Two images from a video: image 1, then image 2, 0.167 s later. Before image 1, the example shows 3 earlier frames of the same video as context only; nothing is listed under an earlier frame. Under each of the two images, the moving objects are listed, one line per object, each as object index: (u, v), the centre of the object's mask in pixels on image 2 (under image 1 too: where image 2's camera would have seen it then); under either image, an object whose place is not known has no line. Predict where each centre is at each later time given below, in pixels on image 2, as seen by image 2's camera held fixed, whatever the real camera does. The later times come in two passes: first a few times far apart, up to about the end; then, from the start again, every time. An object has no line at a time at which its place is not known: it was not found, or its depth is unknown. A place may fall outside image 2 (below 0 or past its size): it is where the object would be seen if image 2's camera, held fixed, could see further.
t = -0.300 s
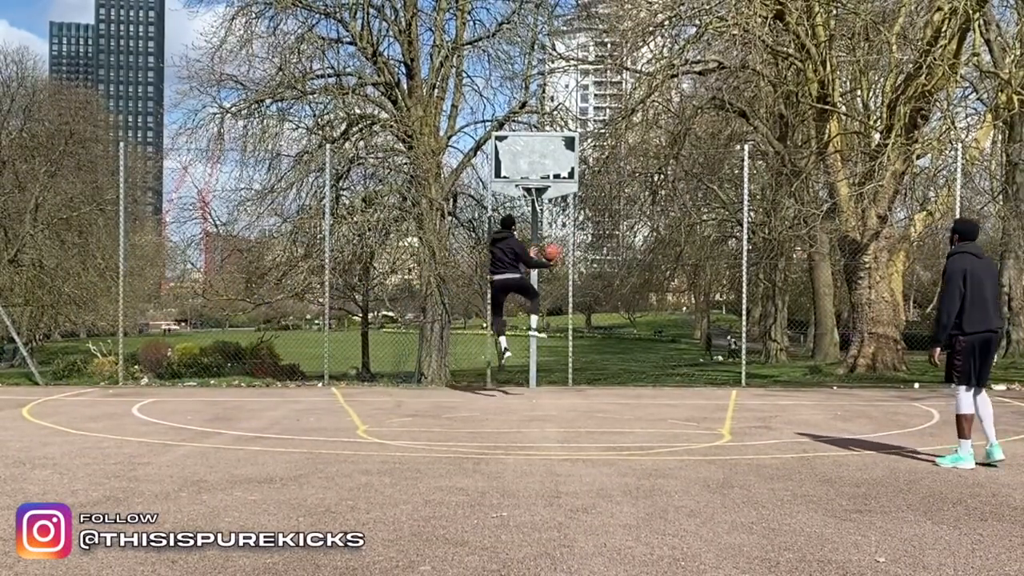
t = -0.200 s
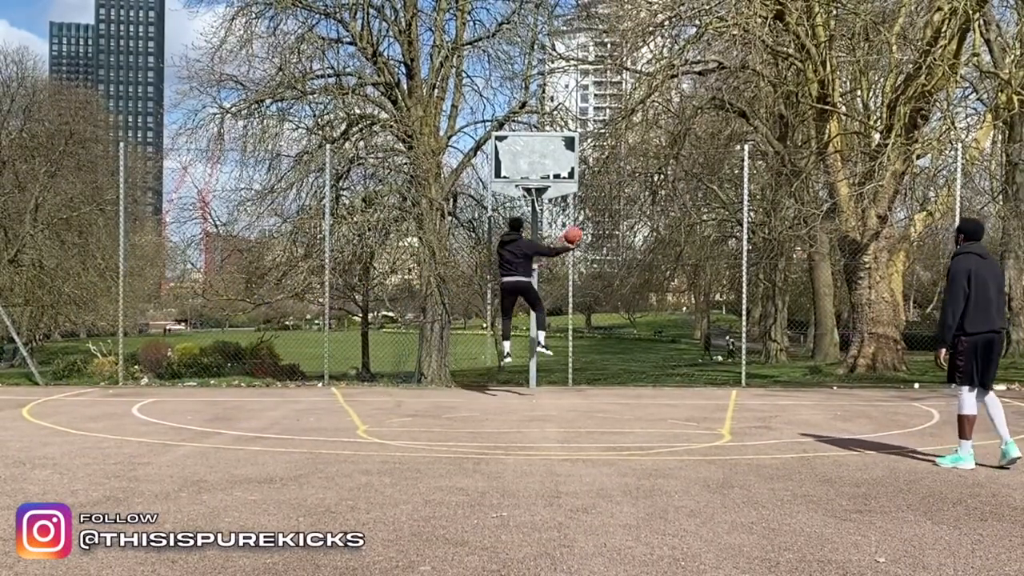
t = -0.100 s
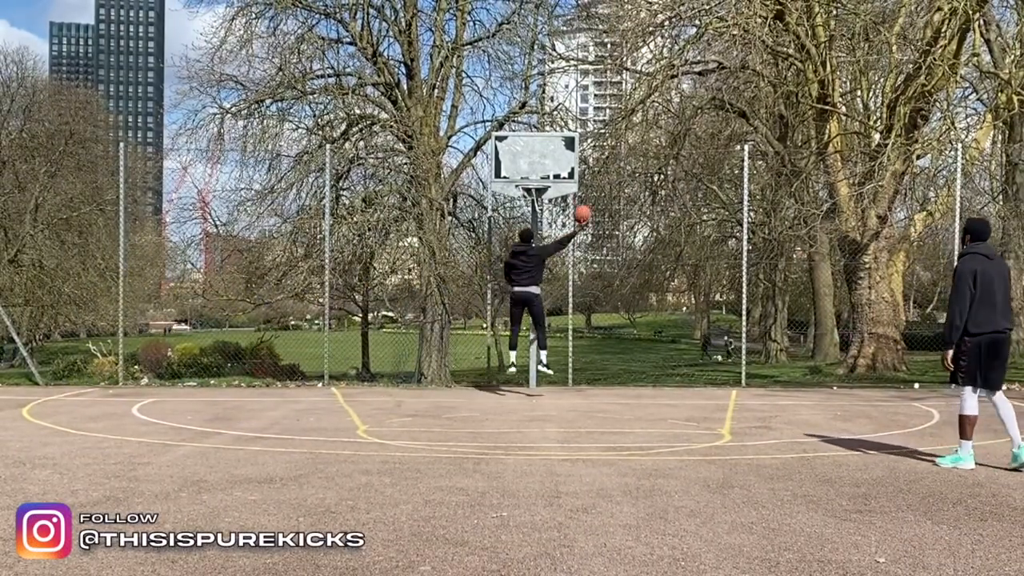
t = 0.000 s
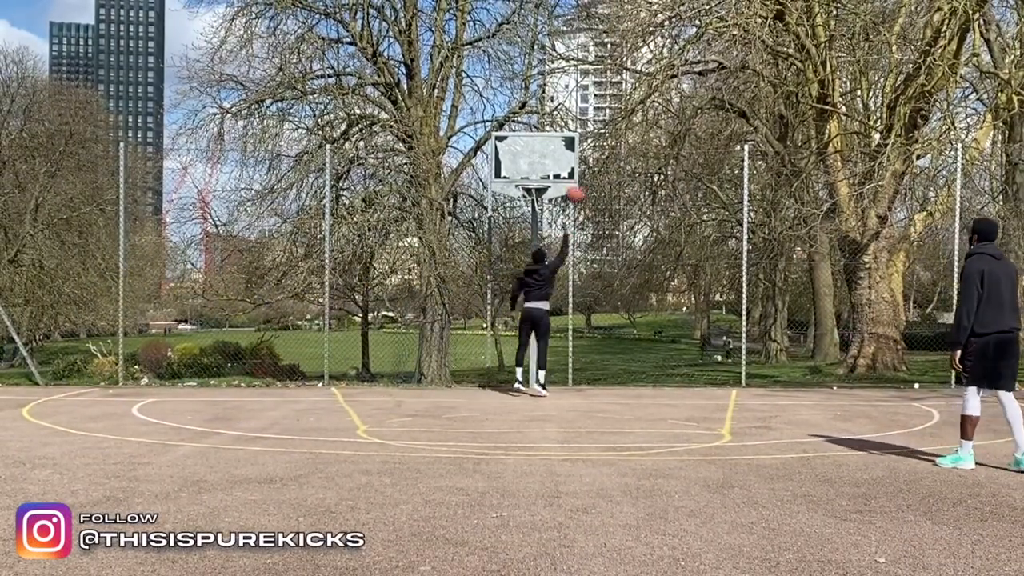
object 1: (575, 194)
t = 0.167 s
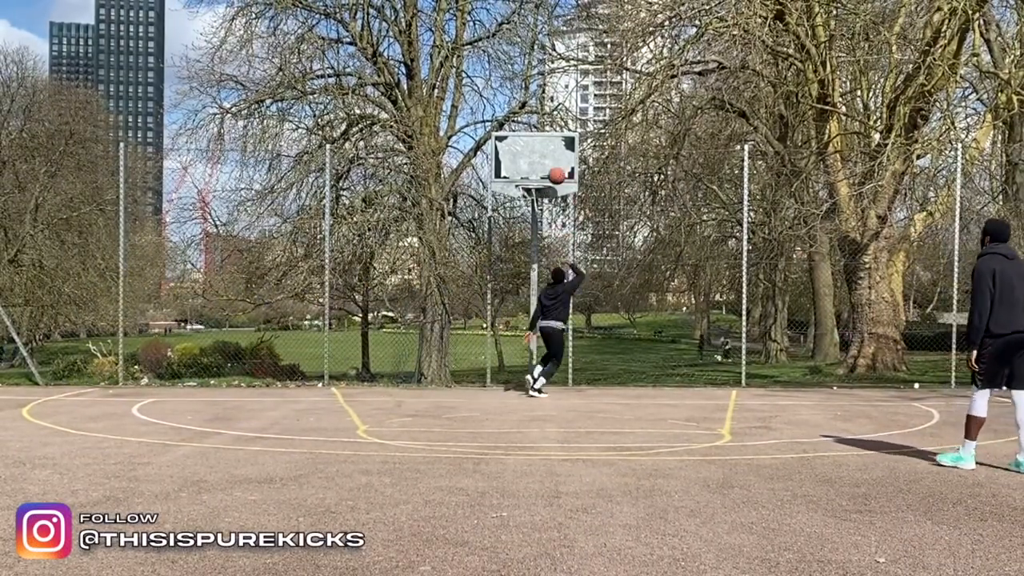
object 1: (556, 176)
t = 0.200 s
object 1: (553, 175)
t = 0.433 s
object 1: (532, 179)
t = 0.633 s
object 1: (518, 208)
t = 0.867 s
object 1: (501, 278)
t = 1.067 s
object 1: (486, 371)
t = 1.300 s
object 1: (486, 320)
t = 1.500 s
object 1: (492, 272)
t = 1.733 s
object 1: (497, 255)
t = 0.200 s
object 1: (553, 175)
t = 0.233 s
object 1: (549, 175)
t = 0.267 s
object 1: (546, 175)
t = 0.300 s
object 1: (543, 175)
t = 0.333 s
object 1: (540, 176)
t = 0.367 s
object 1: (537, 177)
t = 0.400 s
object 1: (535, 178)
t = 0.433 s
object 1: (532, 179)
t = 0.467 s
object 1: (531, 183)
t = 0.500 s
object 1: (528, 187)
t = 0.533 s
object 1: (526, 192)
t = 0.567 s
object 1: (523, 196)
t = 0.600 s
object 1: (521, 201)
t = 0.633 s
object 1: (518, 208)
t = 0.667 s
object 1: (517, 216)
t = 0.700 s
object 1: (514, 224)
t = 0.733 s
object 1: (511, 233)
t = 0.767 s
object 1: (509, 244)
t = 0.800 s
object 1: (507, 254)
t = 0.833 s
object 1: (504, 265)
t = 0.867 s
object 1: (501, 278)
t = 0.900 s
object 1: (499, 292)
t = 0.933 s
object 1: (496, 306)
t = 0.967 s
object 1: (494, 322)
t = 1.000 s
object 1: (490, 338)
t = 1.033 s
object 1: (488, 354)
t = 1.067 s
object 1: (486, 371)
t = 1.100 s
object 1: (482, 391)
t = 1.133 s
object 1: (482, 382)
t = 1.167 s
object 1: (483, 366)
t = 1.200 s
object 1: (484, 355)
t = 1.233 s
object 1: (485, 342)
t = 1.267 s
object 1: (485, 331)
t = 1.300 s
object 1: (486, 320)
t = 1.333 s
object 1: (487, 309)
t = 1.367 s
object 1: (488, 300)
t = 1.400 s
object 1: (489, 292)
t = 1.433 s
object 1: (490, 285)
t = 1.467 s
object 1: (491, 278)
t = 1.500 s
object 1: (492, 272)
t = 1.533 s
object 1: (493, 267)
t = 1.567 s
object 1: (493, 262)
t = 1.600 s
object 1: (494, 260)
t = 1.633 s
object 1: (495, 258)
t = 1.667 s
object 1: (496, 256)
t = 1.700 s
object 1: (497, 255)
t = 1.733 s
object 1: (497, 255)
